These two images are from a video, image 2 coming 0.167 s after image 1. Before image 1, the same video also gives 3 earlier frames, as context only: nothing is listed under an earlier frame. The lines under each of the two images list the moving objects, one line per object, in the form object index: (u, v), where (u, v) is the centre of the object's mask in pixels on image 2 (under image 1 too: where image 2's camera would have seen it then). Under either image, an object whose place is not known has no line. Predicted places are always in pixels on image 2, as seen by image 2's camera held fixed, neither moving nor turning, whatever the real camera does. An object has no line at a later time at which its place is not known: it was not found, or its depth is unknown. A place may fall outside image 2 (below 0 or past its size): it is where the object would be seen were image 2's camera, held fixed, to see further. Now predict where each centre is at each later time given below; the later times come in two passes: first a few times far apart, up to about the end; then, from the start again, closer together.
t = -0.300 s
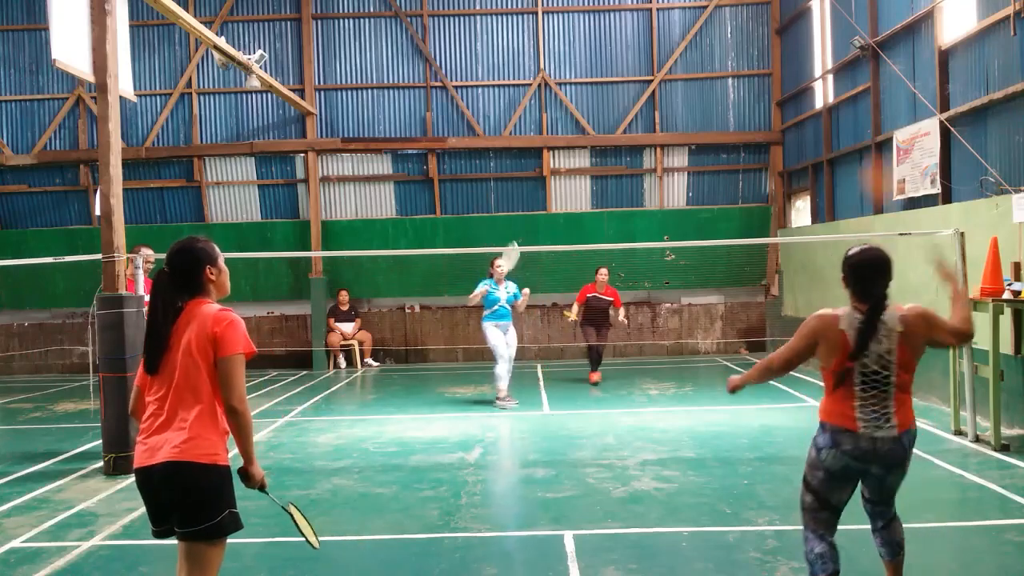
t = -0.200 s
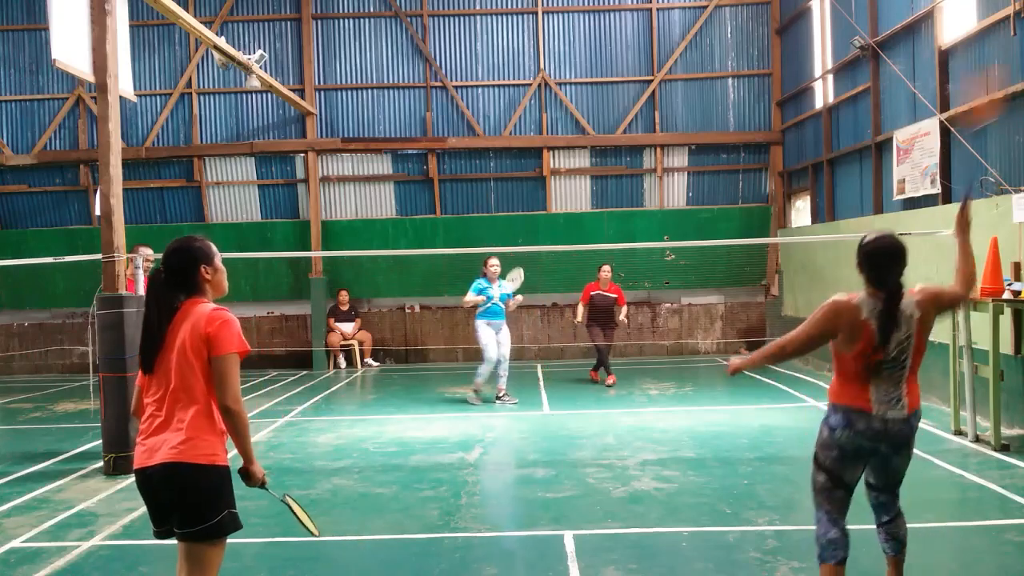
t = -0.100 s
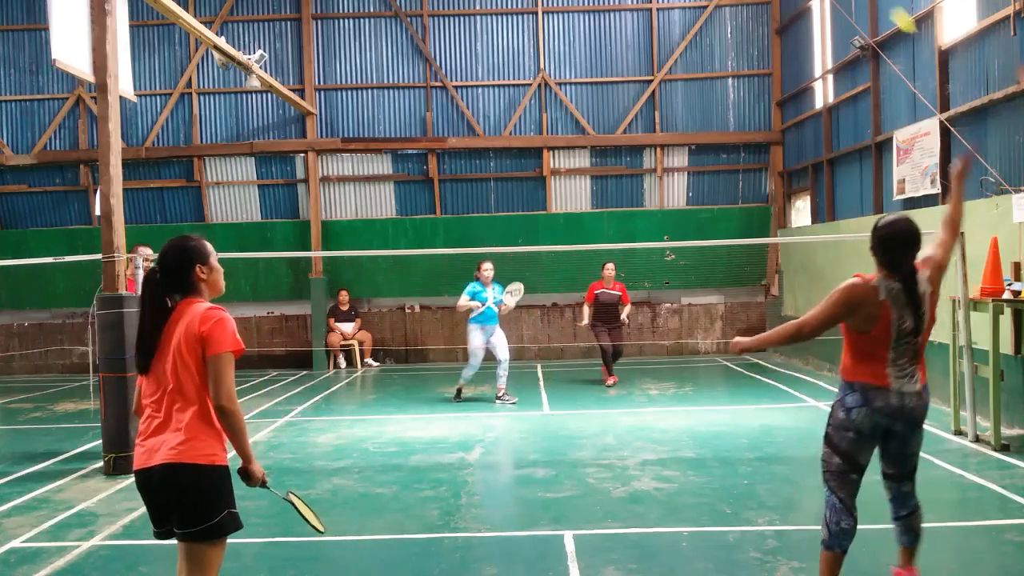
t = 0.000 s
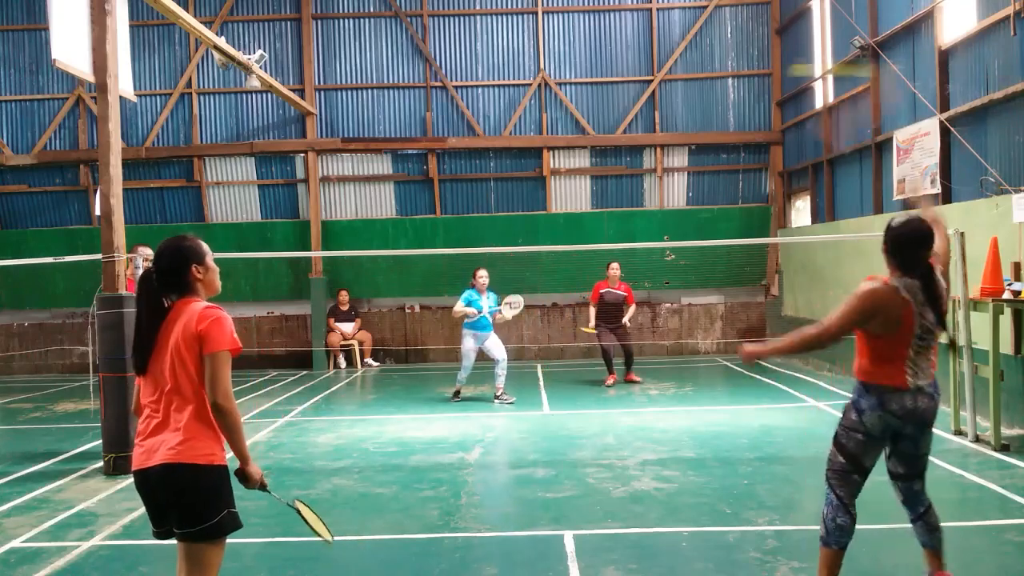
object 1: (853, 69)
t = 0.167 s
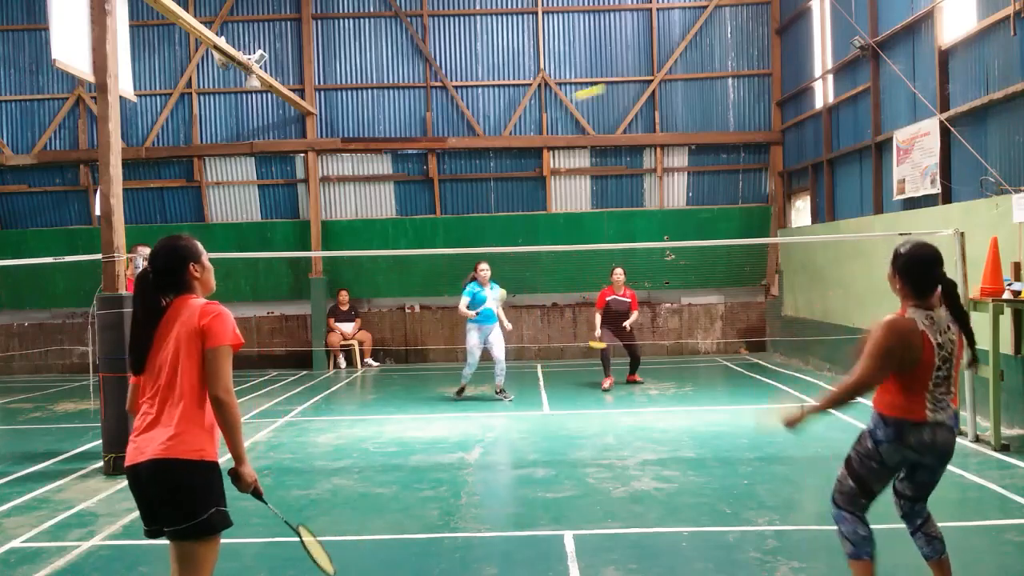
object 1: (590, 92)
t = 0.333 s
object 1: (485, 135)
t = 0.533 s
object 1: (420, 202)
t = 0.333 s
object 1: (485, 135)
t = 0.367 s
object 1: (471, 146)
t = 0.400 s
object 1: (459, 156)
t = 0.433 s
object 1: (448, 168)
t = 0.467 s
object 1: (438, 179)
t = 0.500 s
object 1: (428, 191)
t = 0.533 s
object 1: (420, 202)
